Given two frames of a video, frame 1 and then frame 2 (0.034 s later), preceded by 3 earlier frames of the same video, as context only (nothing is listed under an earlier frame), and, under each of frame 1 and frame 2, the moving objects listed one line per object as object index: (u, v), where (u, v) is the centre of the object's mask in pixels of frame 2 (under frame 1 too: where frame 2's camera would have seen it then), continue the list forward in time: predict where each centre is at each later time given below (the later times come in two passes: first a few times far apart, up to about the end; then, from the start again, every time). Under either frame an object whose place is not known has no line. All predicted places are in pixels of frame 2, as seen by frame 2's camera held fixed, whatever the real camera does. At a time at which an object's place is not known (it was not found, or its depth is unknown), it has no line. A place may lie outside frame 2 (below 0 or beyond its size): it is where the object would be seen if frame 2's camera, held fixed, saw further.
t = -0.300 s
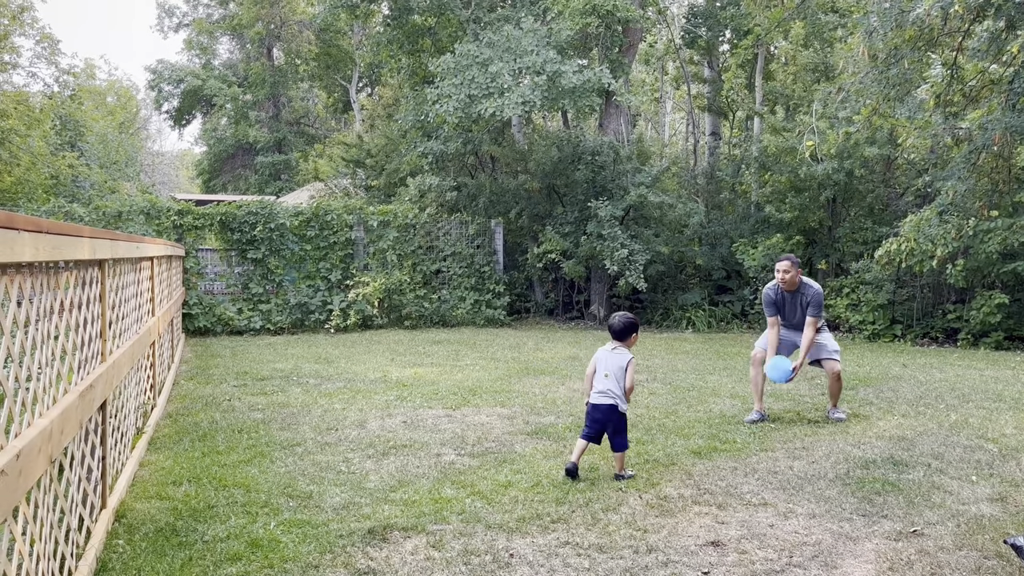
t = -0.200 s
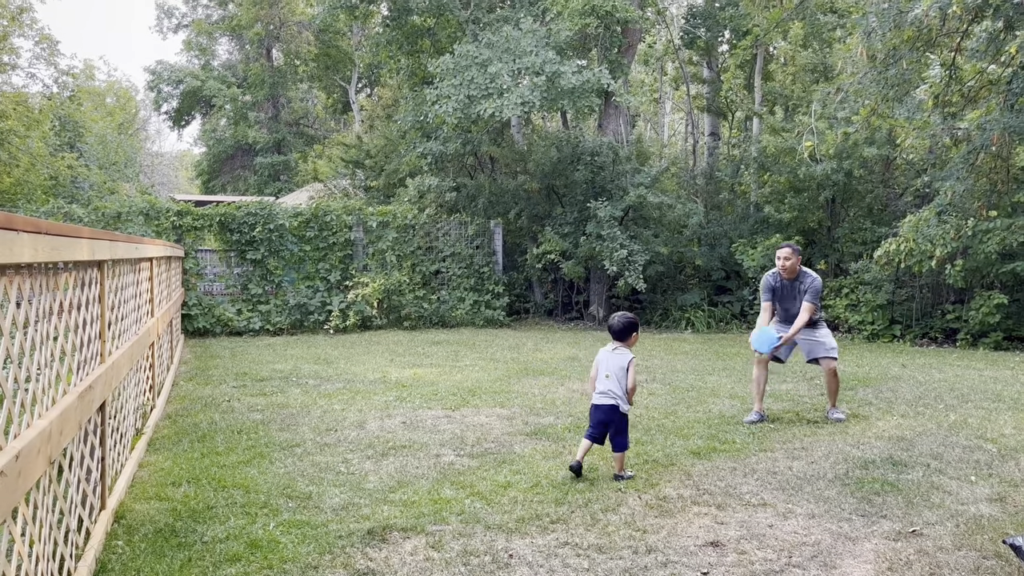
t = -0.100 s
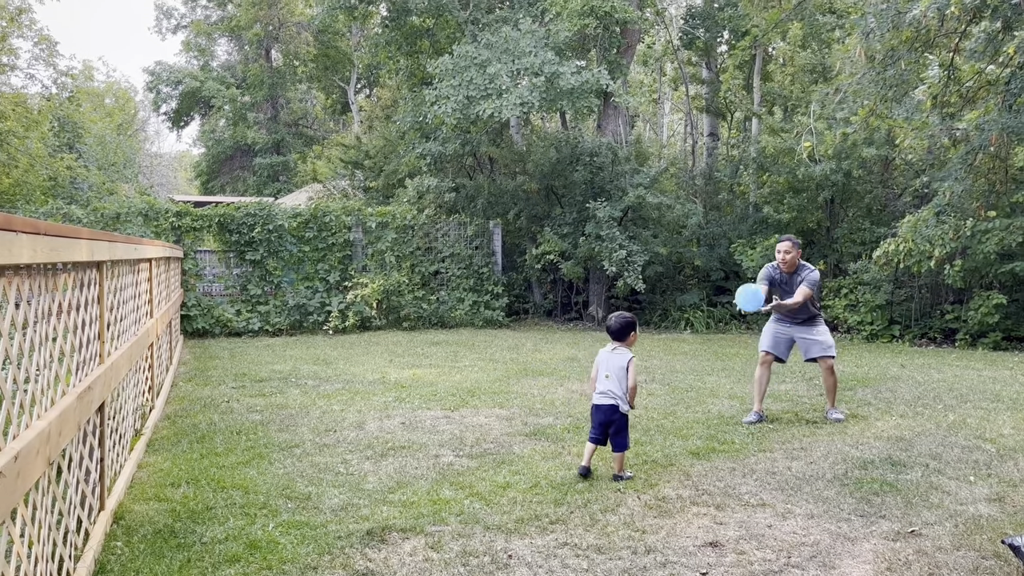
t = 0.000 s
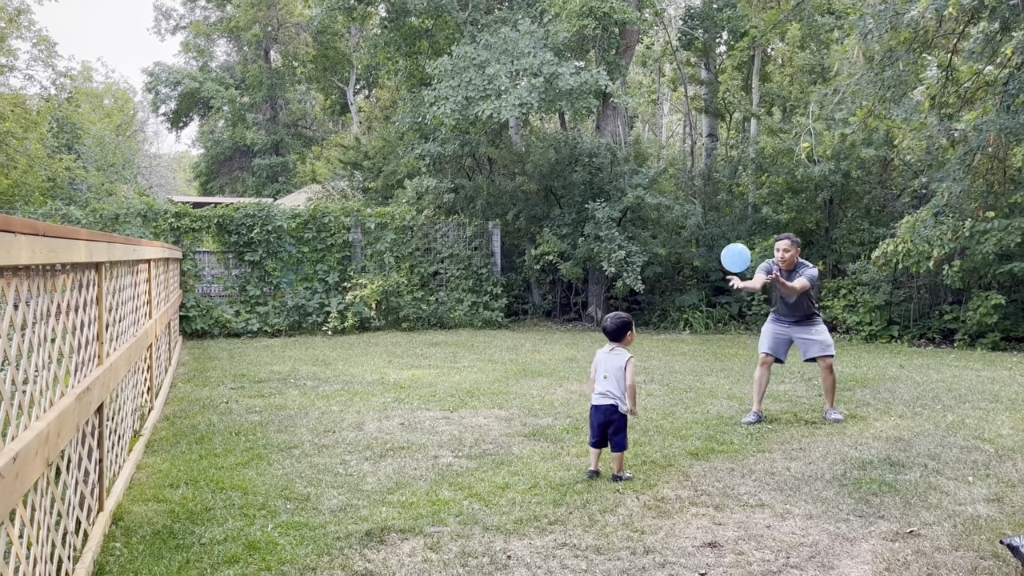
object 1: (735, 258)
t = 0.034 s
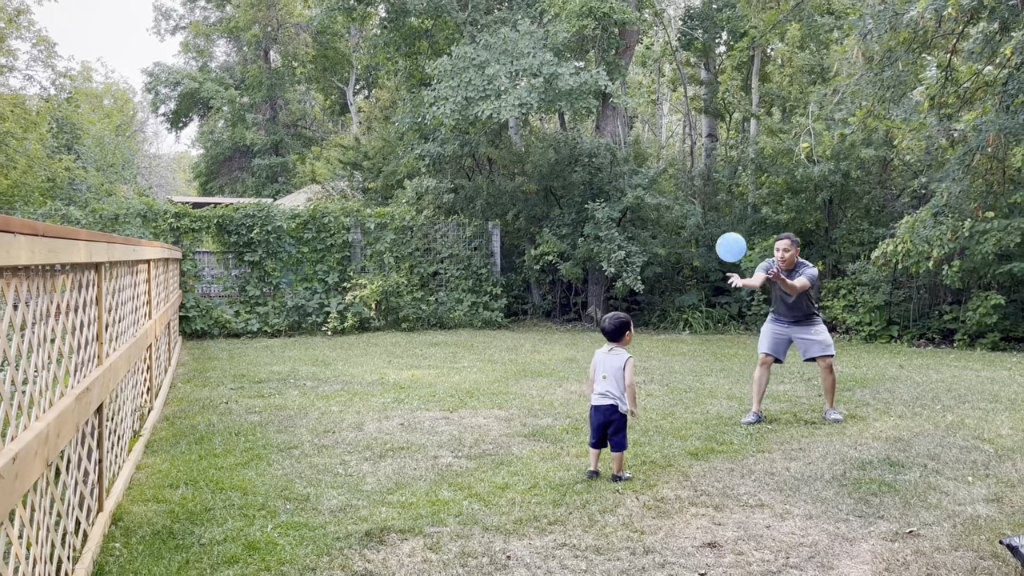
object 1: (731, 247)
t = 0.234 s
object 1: (703, 216)
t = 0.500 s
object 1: (661, 270)
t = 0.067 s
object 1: (726, 238)
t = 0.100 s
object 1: (722, 230)
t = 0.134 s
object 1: (717, 224)
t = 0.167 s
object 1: (712, 220)
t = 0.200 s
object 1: (708, 217)
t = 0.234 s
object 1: (703, 216)
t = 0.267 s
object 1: (697, 216)
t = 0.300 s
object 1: (692, 219)
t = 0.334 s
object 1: (687, 223)
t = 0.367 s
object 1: (682, 229)
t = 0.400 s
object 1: (677, 236)
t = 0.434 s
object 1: (672, 246)
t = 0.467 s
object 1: (666, 257)
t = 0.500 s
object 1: (661, 270)
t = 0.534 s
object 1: (656, 285)
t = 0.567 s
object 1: (650, 302)
